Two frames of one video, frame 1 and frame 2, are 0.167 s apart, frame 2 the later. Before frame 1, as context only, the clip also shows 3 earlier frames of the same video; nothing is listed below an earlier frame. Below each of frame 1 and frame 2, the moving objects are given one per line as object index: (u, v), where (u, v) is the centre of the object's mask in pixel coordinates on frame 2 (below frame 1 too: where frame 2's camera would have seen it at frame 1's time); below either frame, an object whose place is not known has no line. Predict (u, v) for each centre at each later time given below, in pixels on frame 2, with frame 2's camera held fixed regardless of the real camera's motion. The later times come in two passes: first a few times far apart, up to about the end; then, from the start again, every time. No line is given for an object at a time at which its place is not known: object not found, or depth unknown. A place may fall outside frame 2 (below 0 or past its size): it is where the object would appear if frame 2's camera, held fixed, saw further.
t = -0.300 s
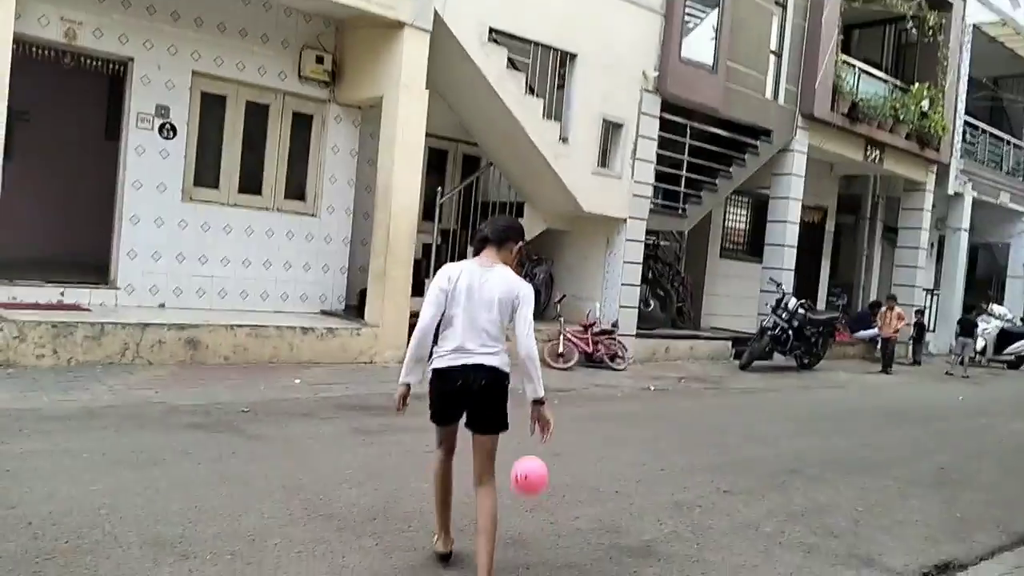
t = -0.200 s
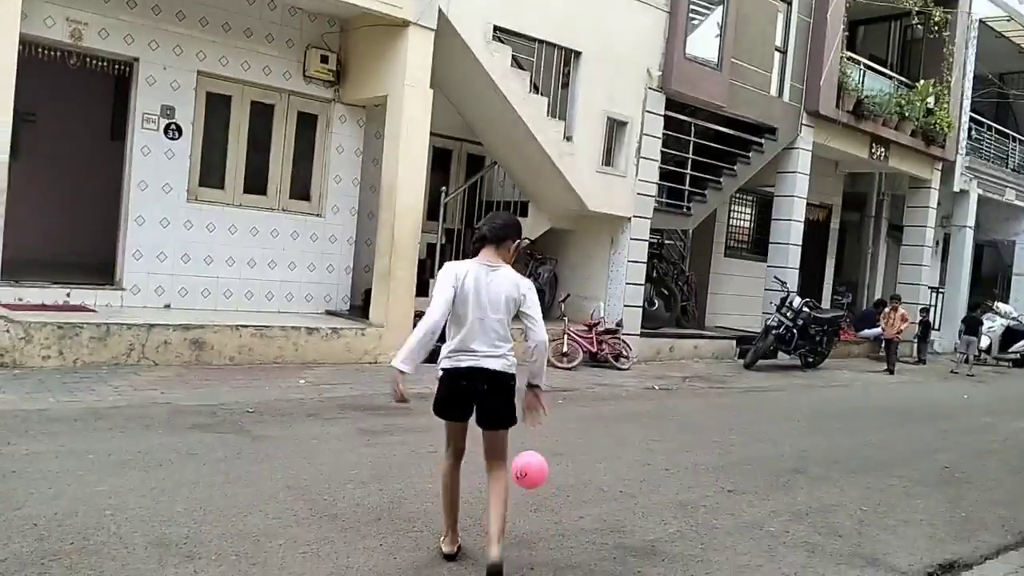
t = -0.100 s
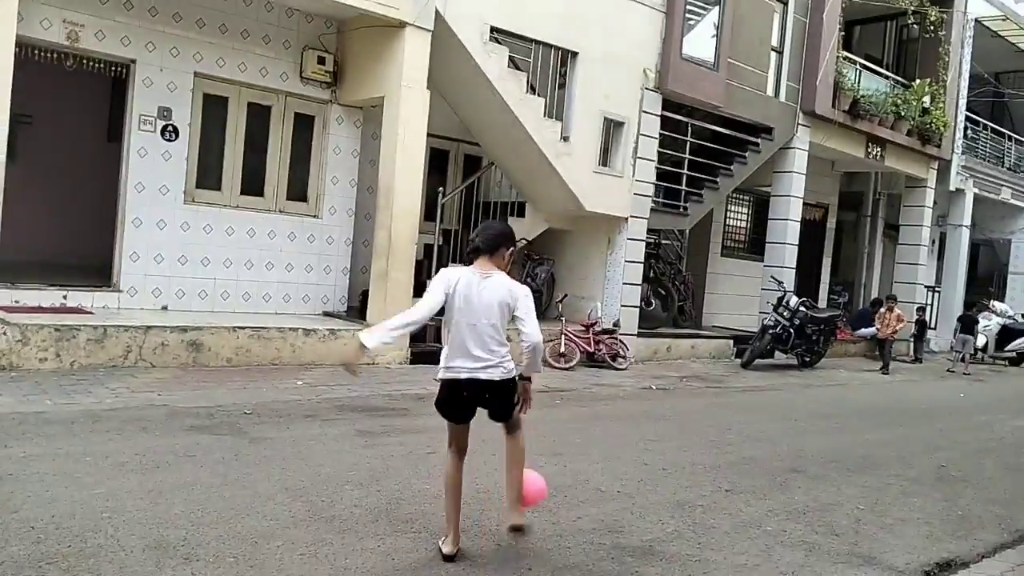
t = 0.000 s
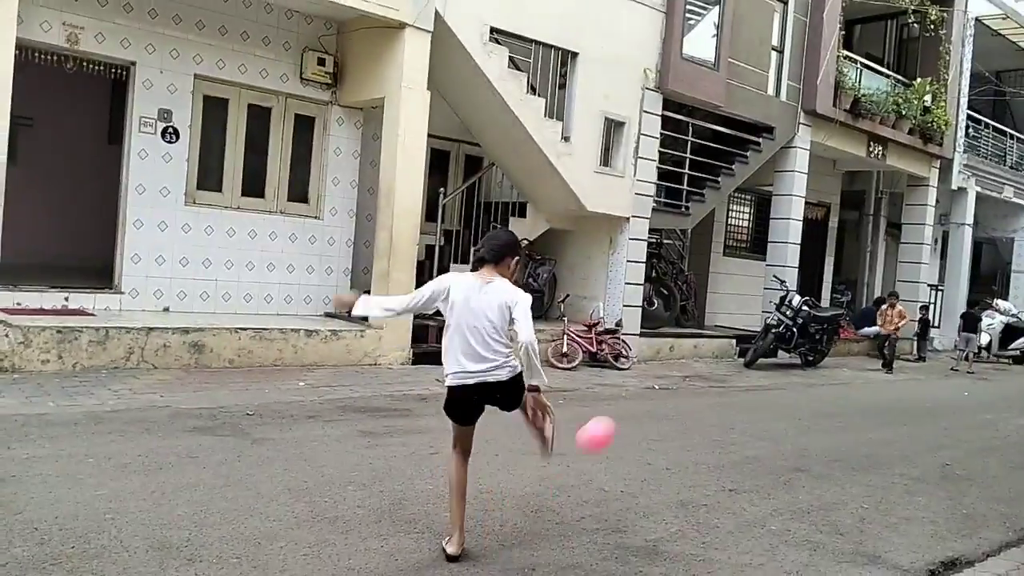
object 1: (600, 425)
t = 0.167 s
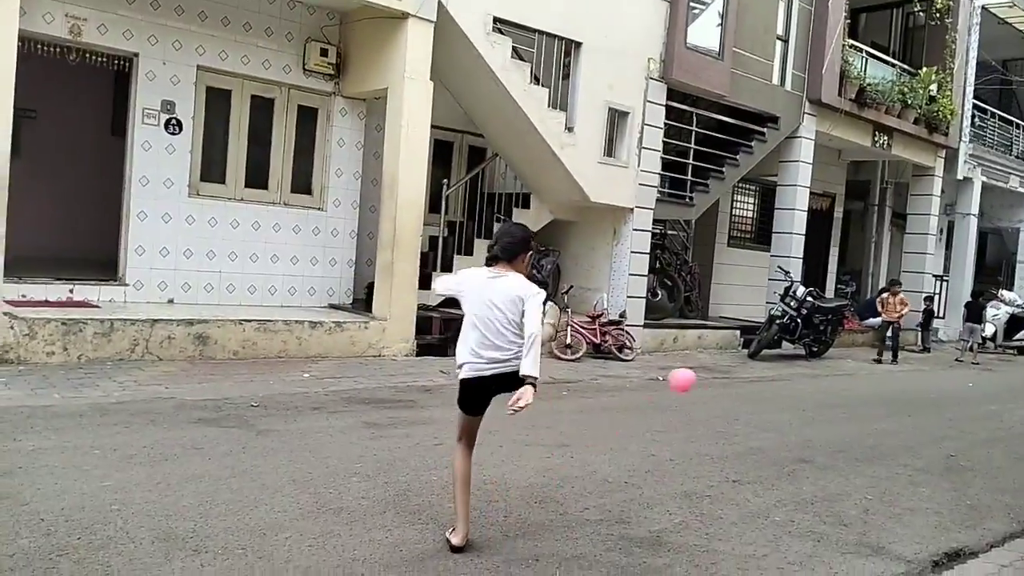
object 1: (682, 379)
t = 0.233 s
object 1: (701, 379)
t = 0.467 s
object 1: (753, 396)
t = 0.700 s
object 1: (782, 357)
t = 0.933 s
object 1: (803, 382)
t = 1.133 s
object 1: (814, 359)
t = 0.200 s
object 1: (692, 378)
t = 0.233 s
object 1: (701, 379)
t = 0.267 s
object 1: (710, 380)
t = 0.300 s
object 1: (719, 383)
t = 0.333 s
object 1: (726, 388)
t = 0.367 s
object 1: (735, 394)
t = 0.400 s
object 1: (741, 402)
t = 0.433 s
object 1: (747, 408)
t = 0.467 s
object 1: (753, 396)
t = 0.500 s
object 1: (758, 385)
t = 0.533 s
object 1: (763, 376)
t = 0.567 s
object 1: (767, 369)
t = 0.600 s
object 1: (770, 364)
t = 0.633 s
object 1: (774, 359)
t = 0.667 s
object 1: (778, 358)
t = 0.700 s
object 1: (782, 357)
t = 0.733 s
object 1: (786, 357)
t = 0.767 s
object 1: (790, 357)
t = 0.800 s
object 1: (795, 360)
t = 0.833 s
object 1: (797, 364)
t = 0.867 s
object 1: (799, 369)
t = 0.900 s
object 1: (801, 374)
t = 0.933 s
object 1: (803, 382)
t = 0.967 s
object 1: (804, 383)
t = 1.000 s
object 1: (806, 375)
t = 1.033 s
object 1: (808, 369)
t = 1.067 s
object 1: (810, 364)
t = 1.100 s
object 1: (813, 361)
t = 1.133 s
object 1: (814, 359)
